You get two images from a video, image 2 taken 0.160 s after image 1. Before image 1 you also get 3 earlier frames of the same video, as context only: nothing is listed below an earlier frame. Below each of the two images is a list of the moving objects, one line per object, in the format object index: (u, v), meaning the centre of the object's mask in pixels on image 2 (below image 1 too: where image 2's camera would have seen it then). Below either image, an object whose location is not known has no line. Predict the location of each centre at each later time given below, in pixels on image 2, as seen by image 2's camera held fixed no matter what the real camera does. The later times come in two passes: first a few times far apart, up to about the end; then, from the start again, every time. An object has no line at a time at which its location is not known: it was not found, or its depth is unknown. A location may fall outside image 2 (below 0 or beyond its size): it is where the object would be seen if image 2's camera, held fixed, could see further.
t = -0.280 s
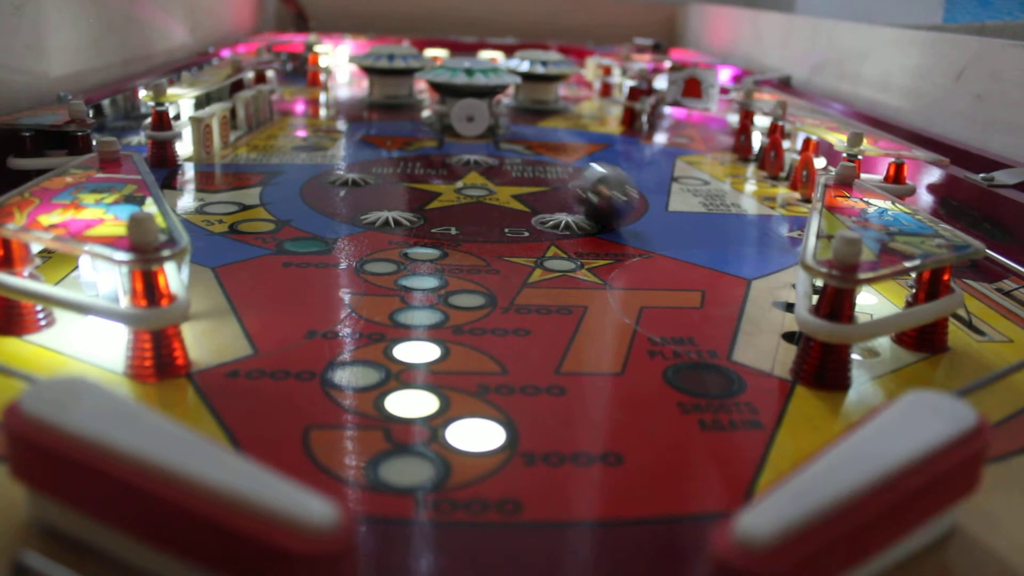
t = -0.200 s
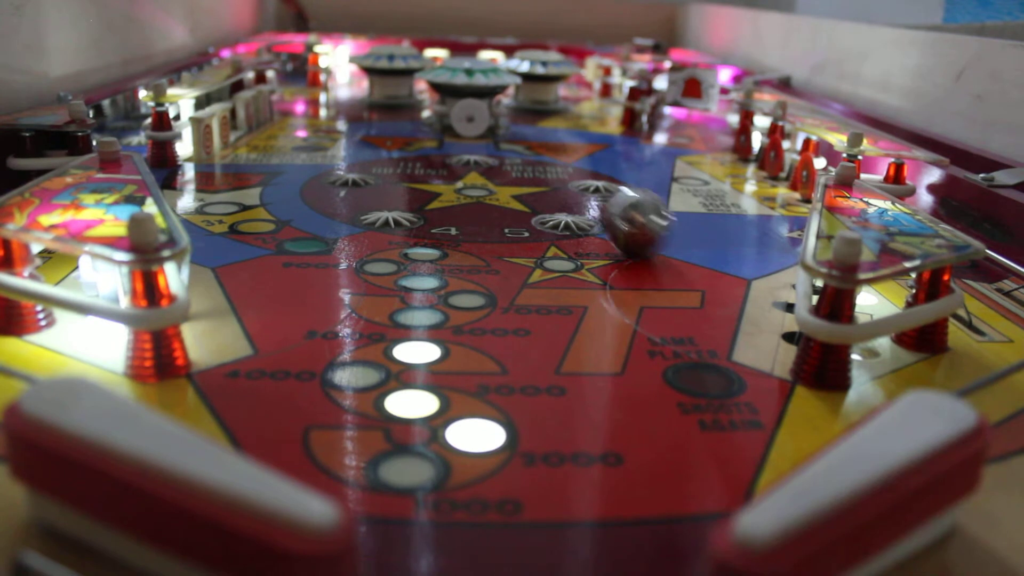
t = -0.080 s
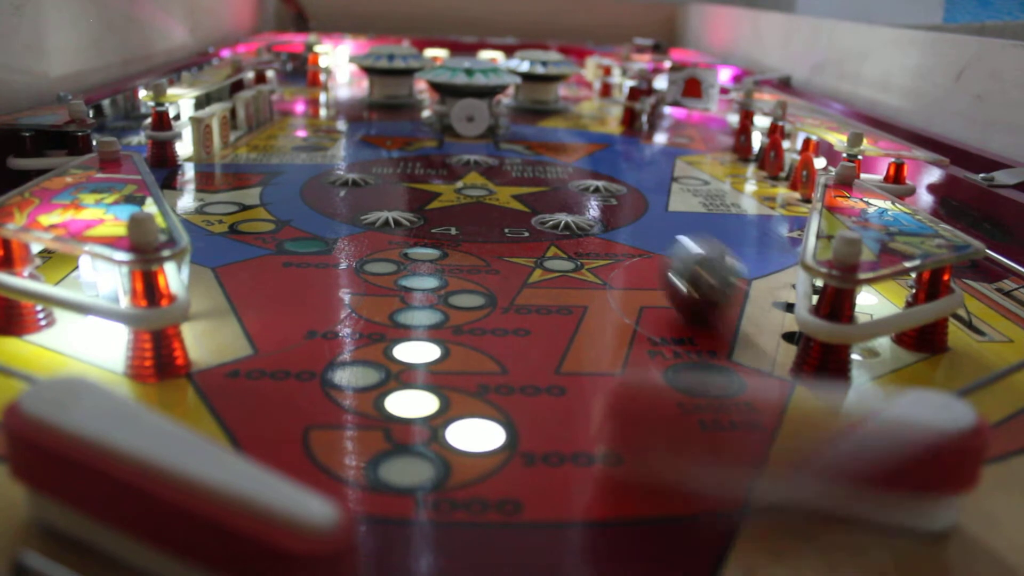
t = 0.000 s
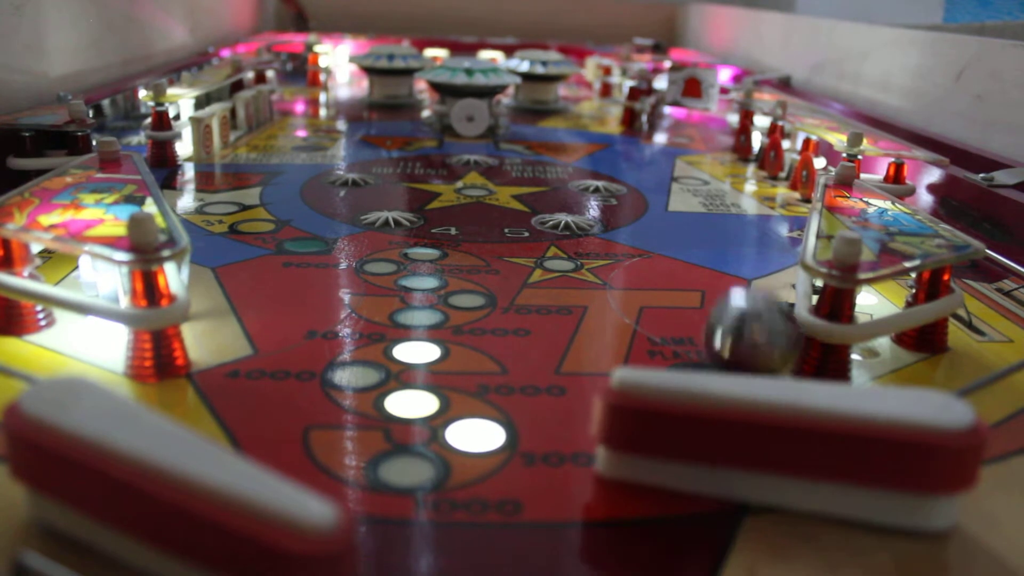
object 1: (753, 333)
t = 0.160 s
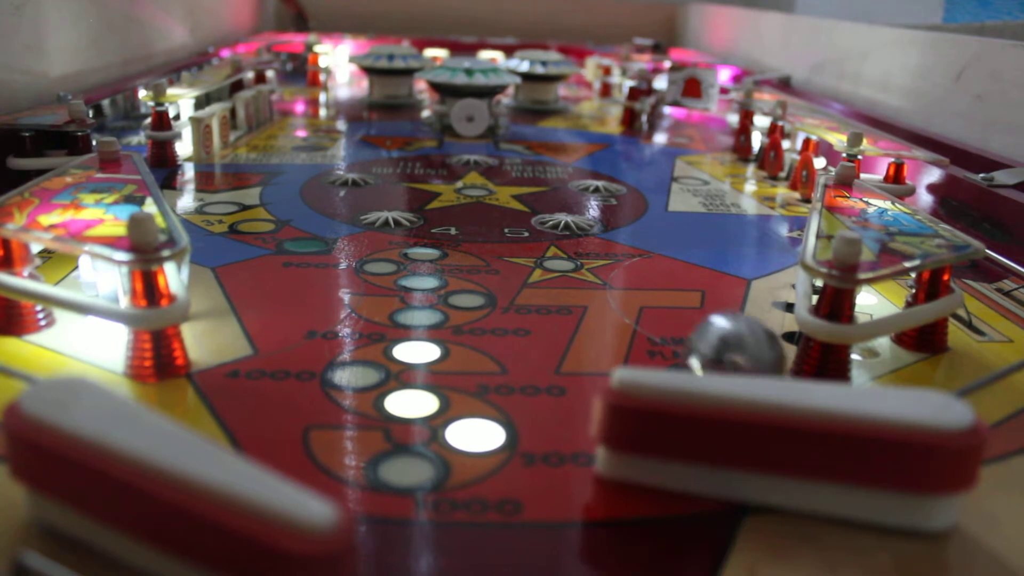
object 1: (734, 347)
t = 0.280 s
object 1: (705, 333)
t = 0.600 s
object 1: (667, 328)
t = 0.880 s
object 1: (649, 377)
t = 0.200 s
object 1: (724, 341)
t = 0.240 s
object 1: (714, 337)
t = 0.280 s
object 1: (705, 333)
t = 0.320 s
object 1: (697, 330)
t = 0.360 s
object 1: (689, 327)
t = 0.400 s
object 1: (683, 324)
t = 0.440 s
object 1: (679, 325)
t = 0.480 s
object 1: (675, 324)
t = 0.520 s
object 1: (672, 324)
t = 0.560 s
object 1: (669, 326)
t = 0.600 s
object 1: (667, 328)
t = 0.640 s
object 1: (663, 331)
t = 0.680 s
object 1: (660, 336)
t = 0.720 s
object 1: (657, 342)
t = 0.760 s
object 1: (655, 348)
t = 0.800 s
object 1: (653, 356)
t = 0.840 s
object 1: (650, 365)
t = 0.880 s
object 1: (649, 377)
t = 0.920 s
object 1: (648, 391)
